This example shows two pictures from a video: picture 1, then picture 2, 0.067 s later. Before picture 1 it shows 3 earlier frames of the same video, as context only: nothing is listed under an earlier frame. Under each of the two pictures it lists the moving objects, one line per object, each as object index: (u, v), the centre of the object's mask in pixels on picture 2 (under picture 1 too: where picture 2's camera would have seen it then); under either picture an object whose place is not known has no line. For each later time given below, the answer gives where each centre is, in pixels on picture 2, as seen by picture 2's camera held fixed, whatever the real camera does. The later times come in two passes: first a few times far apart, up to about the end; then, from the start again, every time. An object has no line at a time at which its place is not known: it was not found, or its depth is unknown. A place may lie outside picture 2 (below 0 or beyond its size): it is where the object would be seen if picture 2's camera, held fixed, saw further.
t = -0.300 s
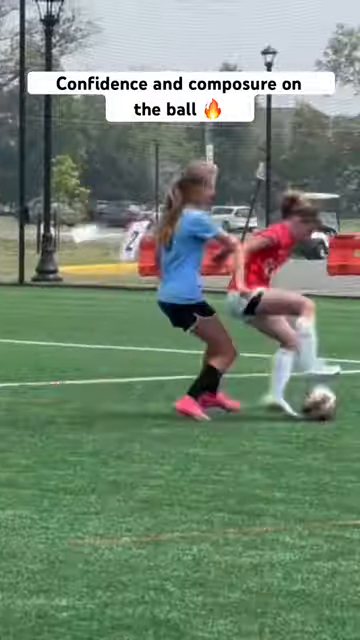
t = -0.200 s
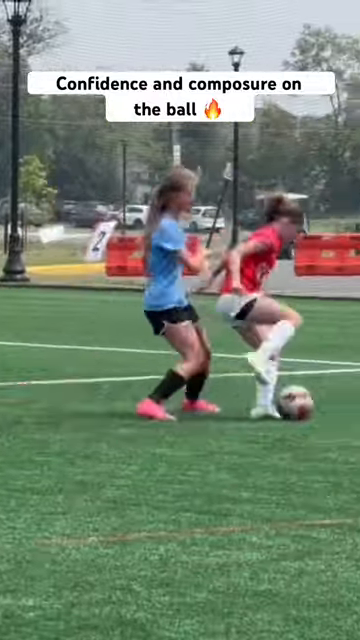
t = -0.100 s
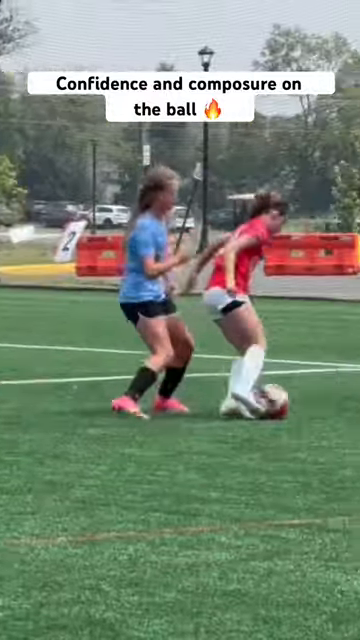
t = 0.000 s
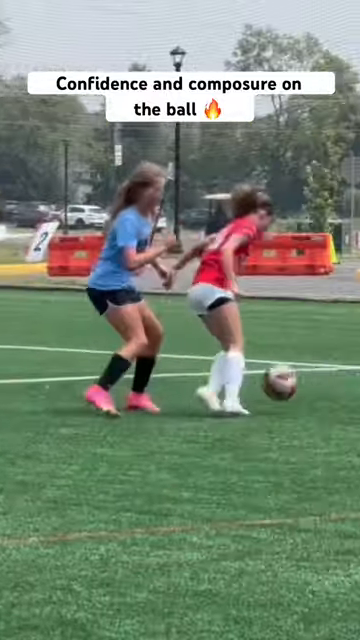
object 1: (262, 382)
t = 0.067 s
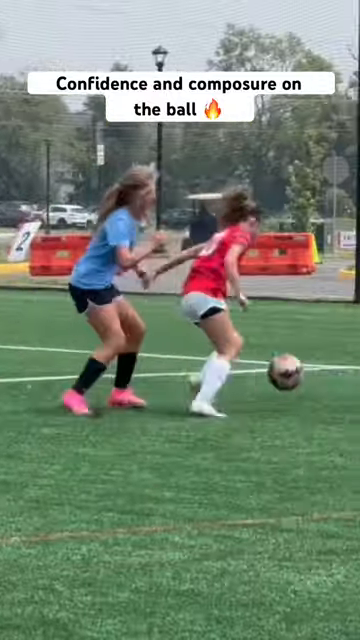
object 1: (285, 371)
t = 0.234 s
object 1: (341, 378)
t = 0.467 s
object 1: (396, 372)
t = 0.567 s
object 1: (416, 378)
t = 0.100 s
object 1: (296, 370)
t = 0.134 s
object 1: (308, 369)
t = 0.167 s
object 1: (318, 370)
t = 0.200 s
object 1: (330, 373)
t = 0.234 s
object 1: (341, 378)
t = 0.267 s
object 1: (351, 384)
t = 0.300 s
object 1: (361, 385)
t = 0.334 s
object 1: (369, 379)
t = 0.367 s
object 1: (376, 375)
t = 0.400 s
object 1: (382, 372)
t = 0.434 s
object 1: (390, 371)
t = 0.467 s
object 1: (396, 372)
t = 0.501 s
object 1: (405, 375)
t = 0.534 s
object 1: (409, 379)
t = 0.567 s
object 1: (416, 378)
